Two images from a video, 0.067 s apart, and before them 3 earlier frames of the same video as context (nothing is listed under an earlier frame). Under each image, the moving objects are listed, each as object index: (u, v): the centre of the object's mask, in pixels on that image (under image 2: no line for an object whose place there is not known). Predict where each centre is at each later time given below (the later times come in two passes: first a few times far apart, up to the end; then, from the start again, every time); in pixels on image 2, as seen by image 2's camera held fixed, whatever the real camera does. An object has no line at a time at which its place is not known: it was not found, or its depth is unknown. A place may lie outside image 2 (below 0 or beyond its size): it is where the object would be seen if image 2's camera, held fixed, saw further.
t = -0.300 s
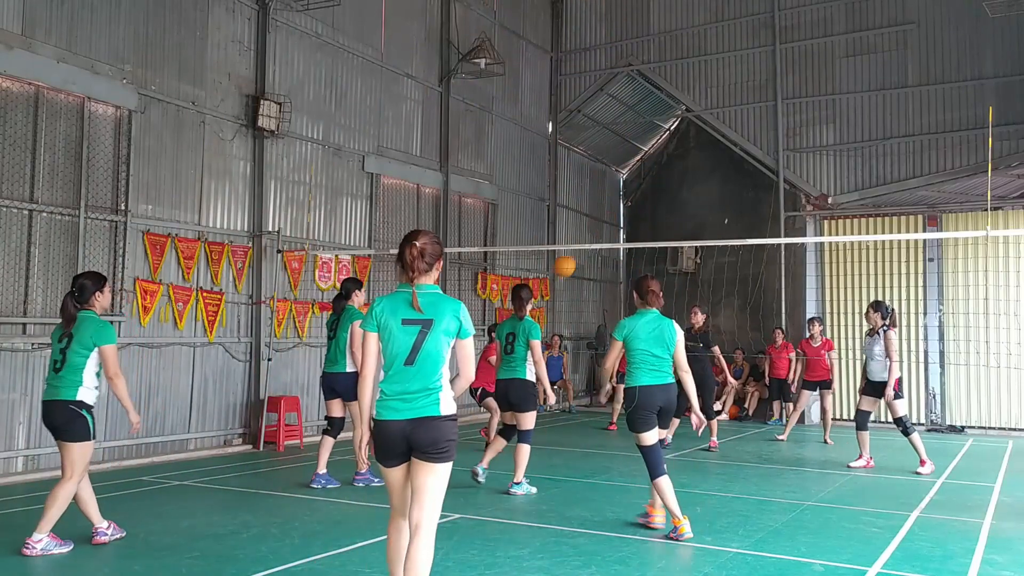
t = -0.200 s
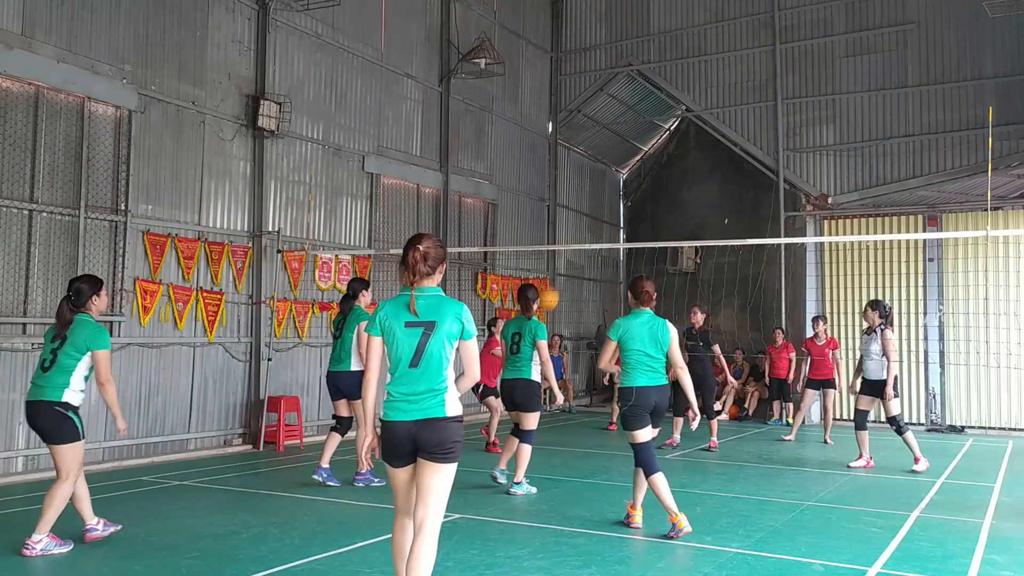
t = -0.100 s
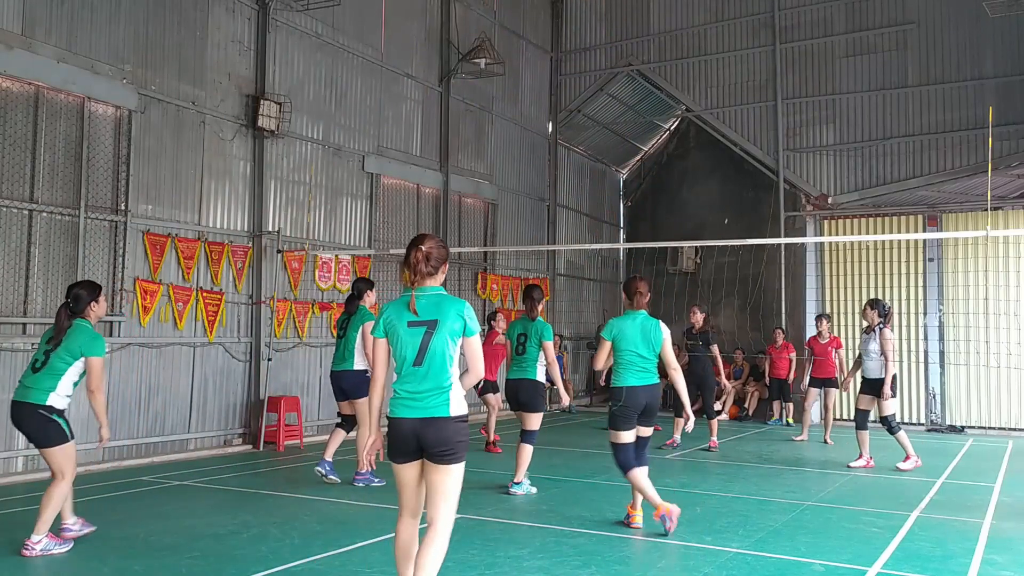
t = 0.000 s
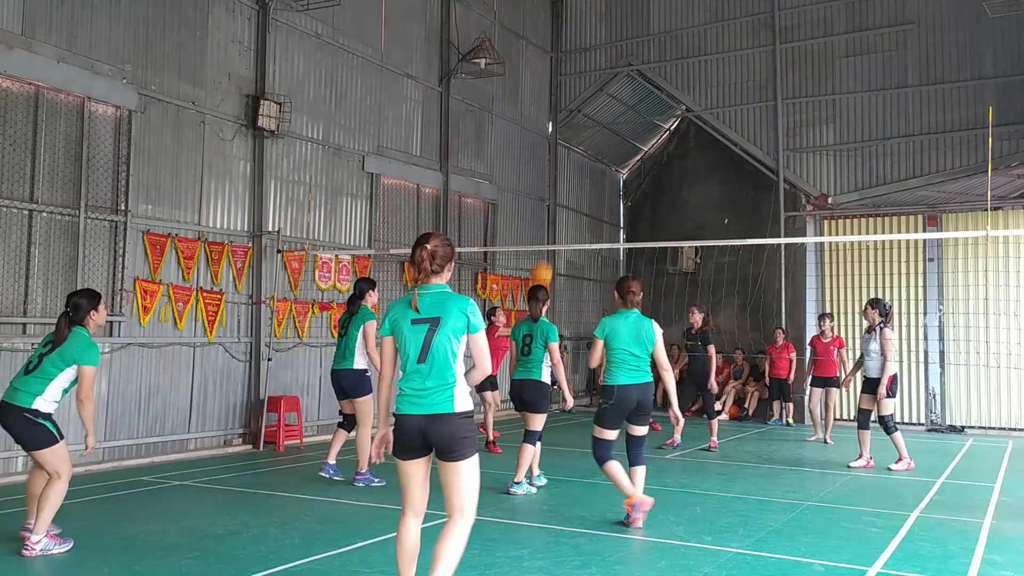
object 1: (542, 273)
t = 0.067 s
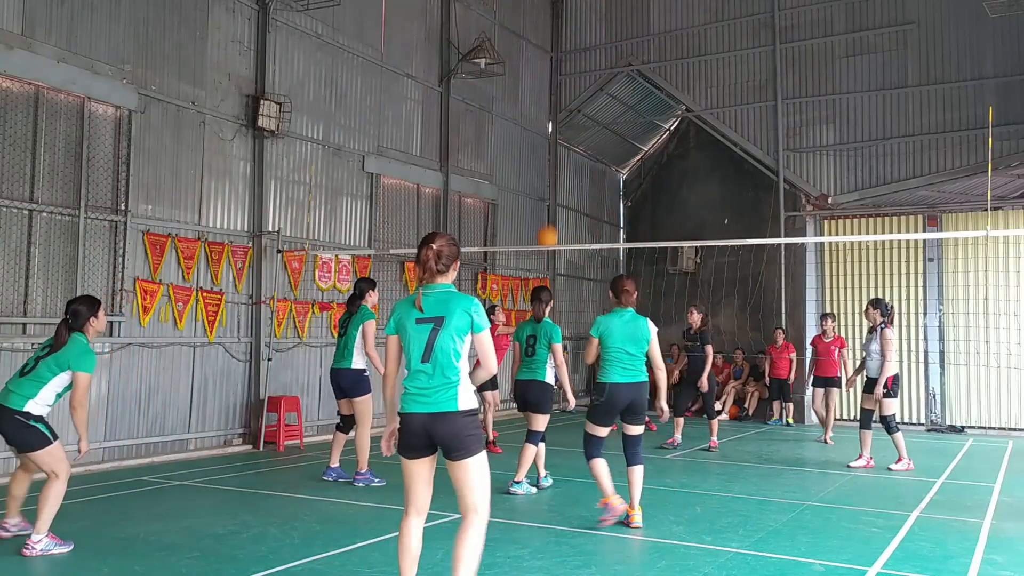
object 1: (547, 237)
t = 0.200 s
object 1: (558, 180)
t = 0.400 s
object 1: (574, 124)
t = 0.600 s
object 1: (588, 104)
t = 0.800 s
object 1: (601, 118)
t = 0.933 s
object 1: (610, 147)
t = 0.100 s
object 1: (550, 223)
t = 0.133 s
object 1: (553, 207)
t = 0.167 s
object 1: (555, 193)
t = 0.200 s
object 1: (558, 180)
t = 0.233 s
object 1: (561, 168)
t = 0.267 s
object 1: (563, 158)
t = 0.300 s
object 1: (566, 147)
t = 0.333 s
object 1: (569, 139)
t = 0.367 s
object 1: (571, 131)
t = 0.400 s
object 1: (574, 124)
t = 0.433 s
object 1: (576, 118)
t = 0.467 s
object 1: (578, 114)
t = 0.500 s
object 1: (581, 110)
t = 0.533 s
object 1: (583, 107)
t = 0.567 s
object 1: (586, 105)
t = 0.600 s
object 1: (588, 104)
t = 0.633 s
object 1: (590, 104)
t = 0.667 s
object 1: (592, 105)
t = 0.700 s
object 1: (595, 106)
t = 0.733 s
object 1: (597, 109)
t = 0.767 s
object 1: (599, 113)
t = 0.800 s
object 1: (601, 118)
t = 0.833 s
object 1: (604, 124)
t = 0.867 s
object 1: (606, 131)
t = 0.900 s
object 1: (608, 139)
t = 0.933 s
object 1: (610, 147)
